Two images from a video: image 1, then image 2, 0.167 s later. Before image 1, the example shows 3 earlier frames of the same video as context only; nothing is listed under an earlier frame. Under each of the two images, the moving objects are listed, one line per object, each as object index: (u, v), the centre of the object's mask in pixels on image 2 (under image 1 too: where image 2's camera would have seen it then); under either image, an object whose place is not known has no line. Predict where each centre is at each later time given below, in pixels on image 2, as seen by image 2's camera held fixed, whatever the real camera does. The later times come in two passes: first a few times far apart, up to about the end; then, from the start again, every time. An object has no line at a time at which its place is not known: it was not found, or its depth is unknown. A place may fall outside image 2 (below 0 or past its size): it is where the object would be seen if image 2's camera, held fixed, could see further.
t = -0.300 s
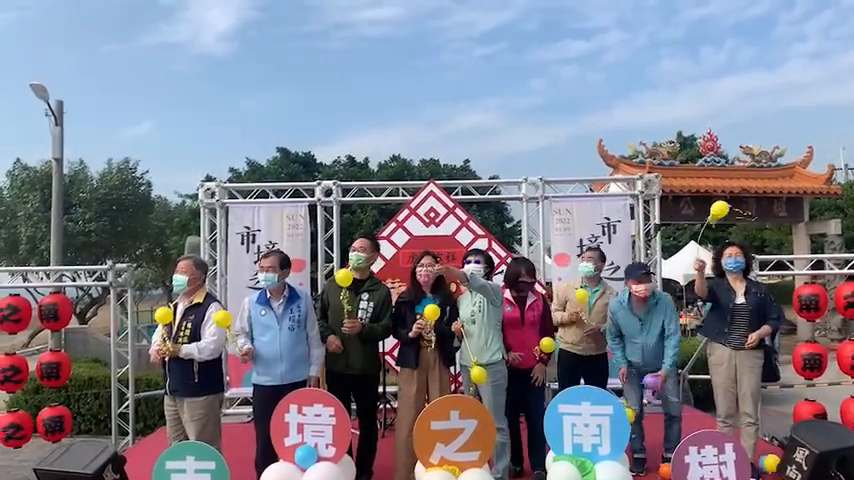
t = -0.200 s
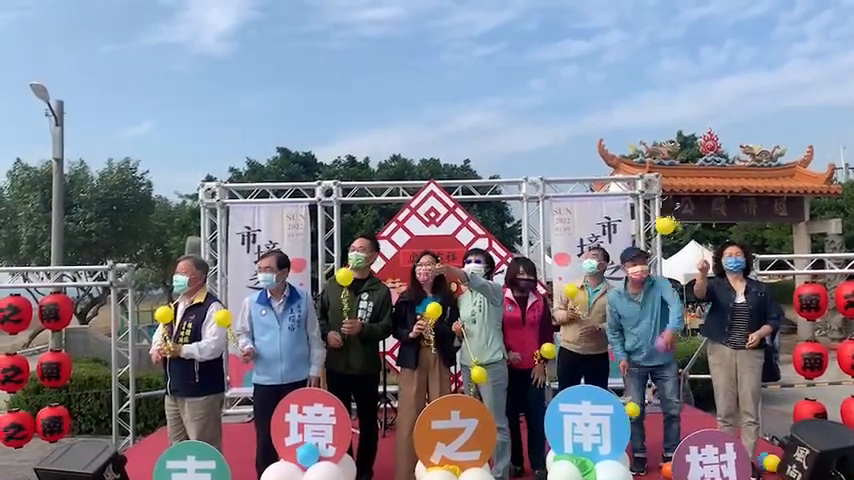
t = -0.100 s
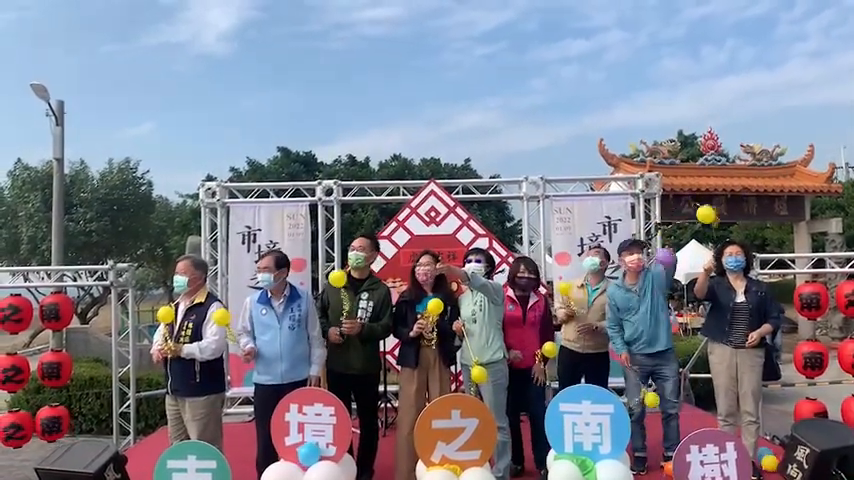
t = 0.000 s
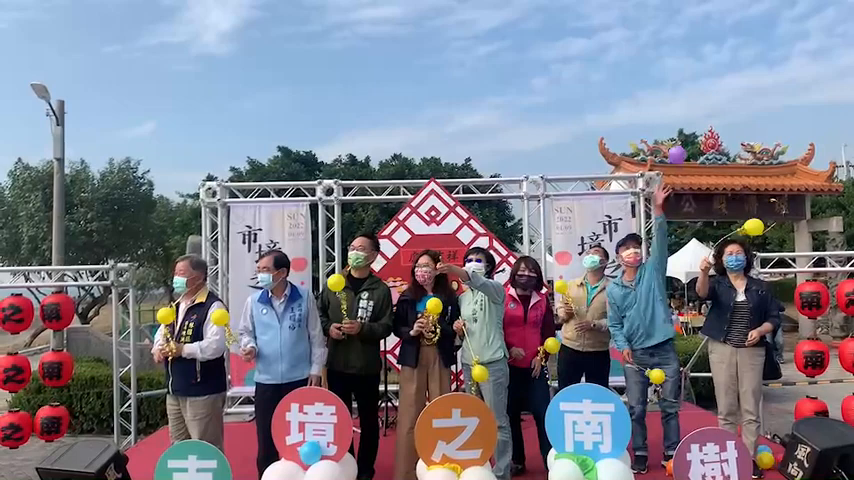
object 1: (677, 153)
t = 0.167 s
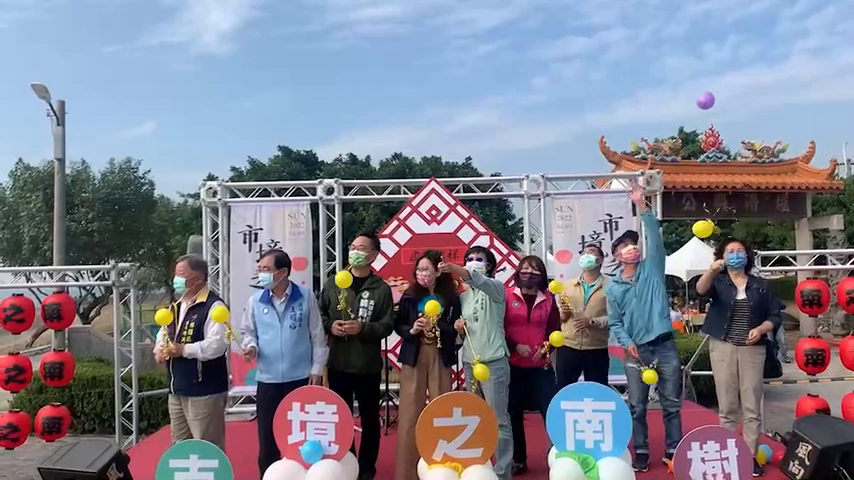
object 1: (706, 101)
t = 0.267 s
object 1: (724, 92)
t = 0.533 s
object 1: (776, 98)
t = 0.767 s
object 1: (824, 139)
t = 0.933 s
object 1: (848, 173)
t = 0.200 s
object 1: (712, 97)
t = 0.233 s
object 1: (718, 94)
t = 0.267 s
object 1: (724, 92)
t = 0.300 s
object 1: (730, 91)
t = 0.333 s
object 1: (737, 90)
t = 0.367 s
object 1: (743, 89)
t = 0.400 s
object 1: (750, 89)
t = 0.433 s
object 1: (756, 90)
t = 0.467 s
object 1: (763, 92)
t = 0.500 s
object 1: (769, 94)
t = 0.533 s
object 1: (776, 98)
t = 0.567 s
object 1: (783, 102)
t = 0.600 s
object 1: (791, 107)
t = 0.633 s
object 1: (798, 112)
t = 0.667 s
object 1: (806, 118)
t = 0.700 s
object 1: (812, 125)
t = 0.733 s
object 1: (818, 132)
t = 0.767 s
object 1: (824, 139)
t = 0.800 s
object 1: (829, 146)
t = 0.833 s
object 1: (834, 153)
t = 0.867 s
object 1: (840, 160)
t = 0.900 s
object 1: (845, 168)
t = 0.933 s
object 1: (848, 173)
